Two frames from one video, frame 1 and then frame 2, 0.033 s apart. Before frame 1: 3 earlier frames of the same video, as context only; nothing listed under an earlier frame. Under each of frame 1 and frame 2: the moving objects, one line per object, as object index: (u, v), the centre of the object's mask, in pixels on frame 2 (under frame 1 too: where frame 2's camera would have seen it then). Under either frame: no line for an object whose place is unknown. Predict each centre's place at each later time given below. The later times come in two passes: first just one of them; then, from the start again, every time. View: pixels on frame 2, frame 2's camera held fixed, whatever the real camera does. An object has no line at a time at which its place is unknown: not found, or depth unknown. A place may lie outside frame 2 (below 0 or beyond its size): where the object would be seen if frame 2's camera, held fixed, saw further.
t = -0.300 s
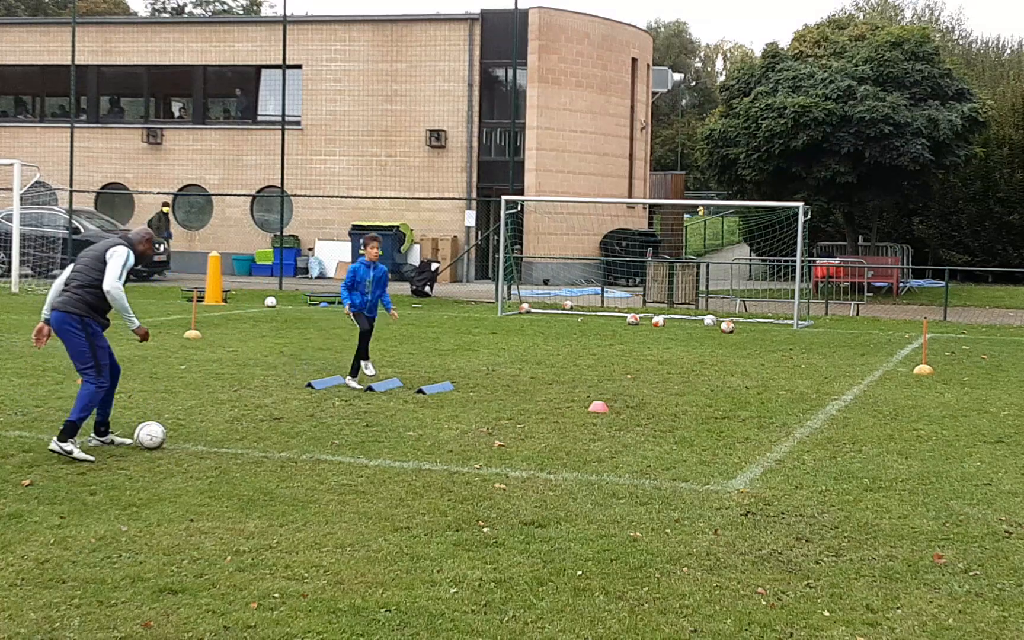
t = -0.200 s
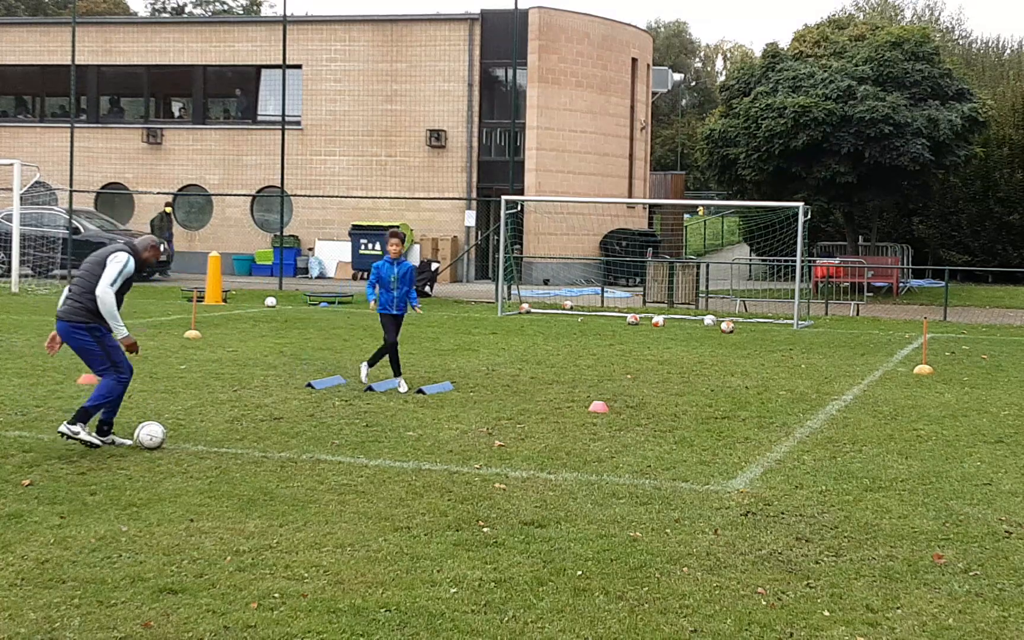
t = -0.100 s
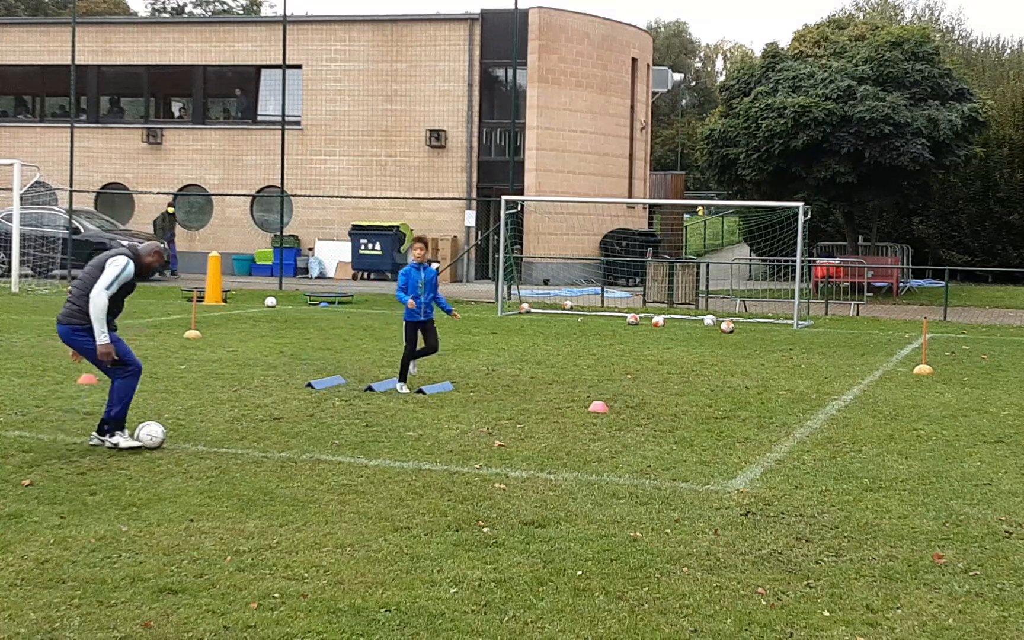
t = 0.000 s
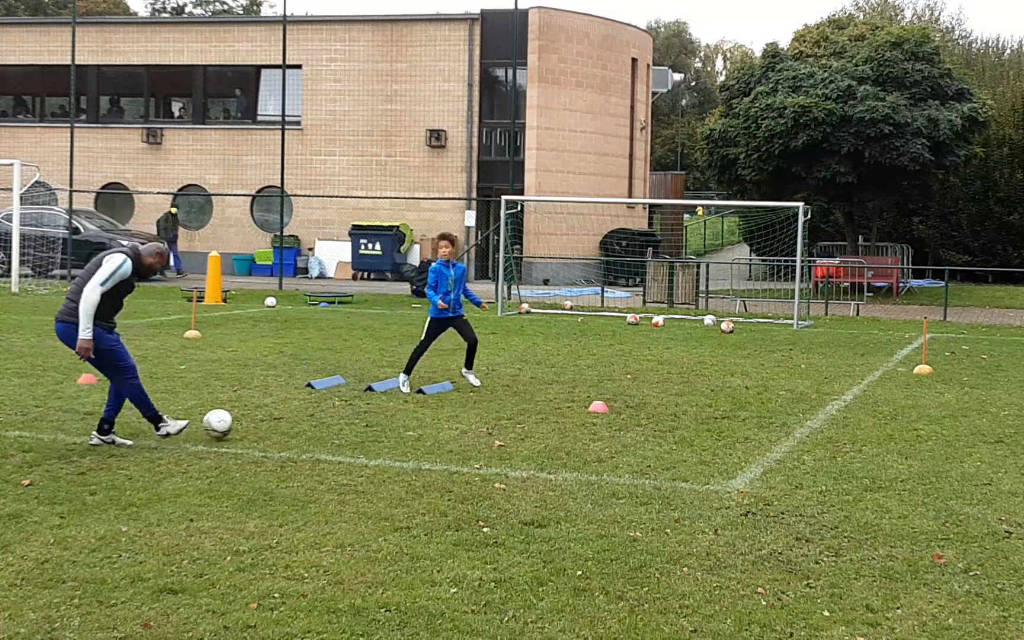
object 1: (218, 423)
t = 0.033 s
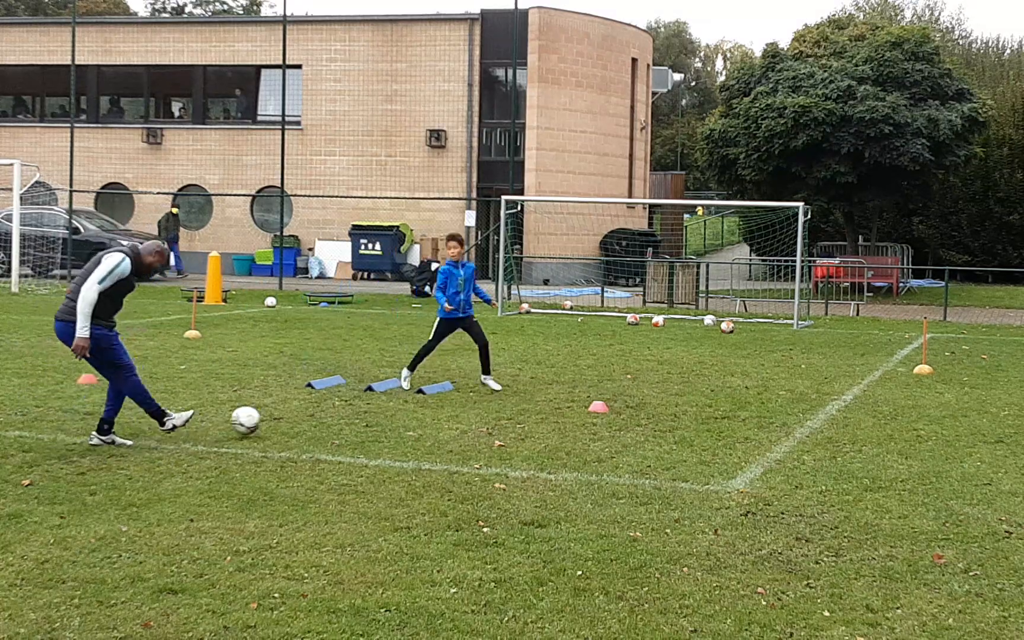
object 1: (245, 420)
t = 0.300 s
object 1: (412, 393)
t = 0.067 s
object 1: (271, 419)
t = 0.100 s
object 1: (297, 419)
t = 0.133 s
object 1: (320, 416)
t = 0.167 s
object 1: (339, 408)
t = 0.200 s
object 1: (358, 402)
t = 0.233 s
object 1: (377, 397)
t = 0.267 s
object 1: (395, 395)
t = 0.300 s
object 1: (412, 393)
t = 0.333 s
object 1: (428, 393)
